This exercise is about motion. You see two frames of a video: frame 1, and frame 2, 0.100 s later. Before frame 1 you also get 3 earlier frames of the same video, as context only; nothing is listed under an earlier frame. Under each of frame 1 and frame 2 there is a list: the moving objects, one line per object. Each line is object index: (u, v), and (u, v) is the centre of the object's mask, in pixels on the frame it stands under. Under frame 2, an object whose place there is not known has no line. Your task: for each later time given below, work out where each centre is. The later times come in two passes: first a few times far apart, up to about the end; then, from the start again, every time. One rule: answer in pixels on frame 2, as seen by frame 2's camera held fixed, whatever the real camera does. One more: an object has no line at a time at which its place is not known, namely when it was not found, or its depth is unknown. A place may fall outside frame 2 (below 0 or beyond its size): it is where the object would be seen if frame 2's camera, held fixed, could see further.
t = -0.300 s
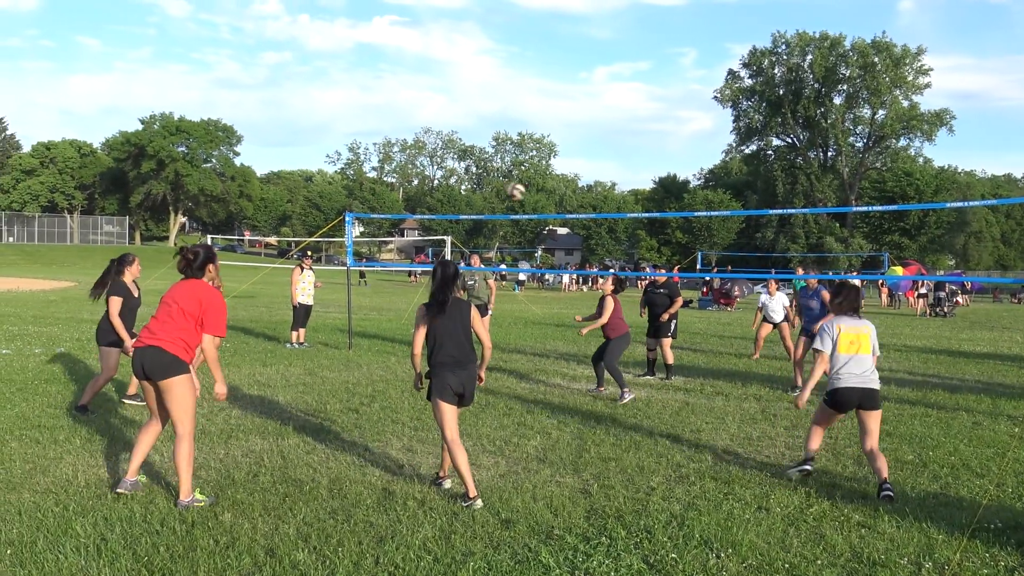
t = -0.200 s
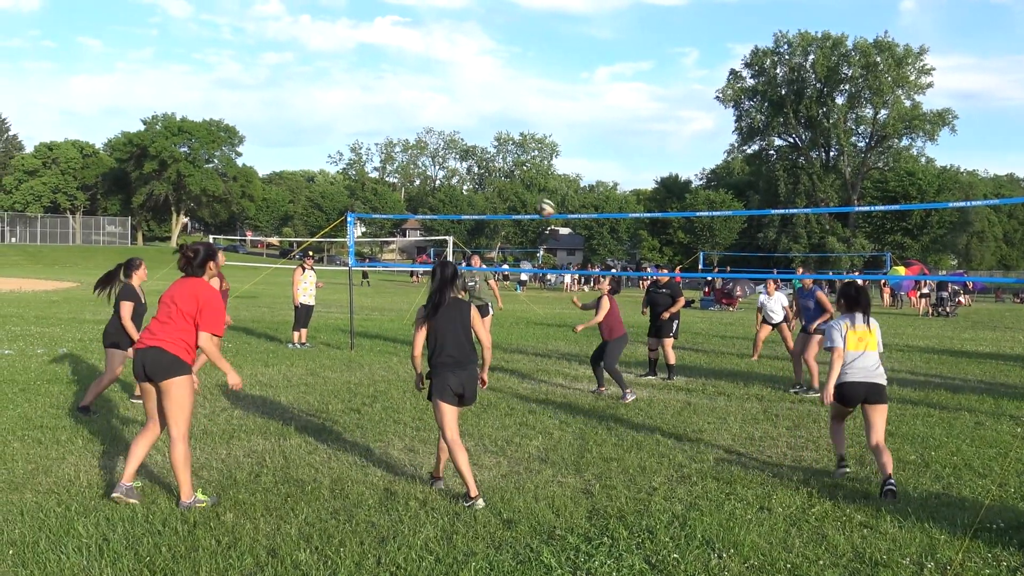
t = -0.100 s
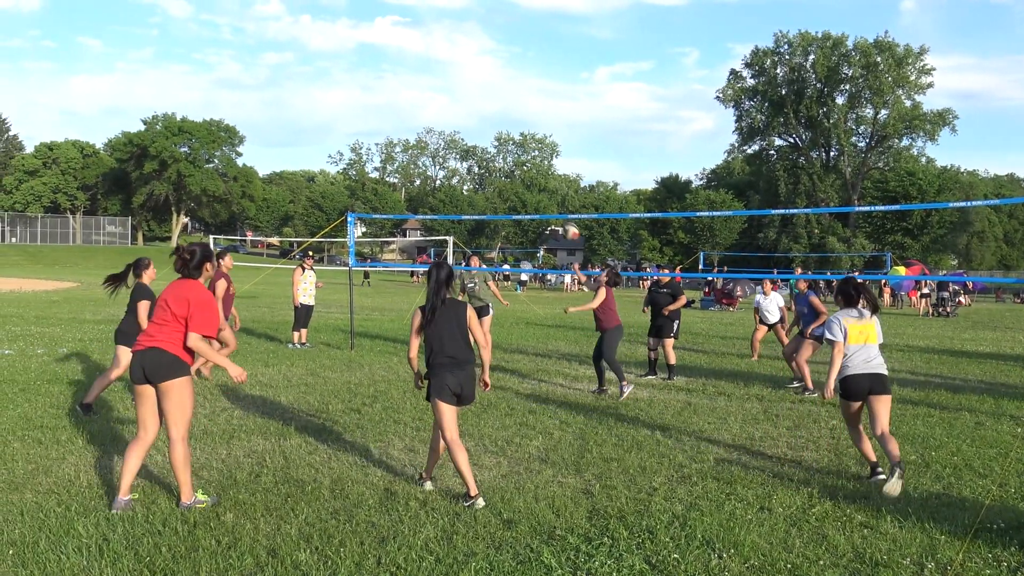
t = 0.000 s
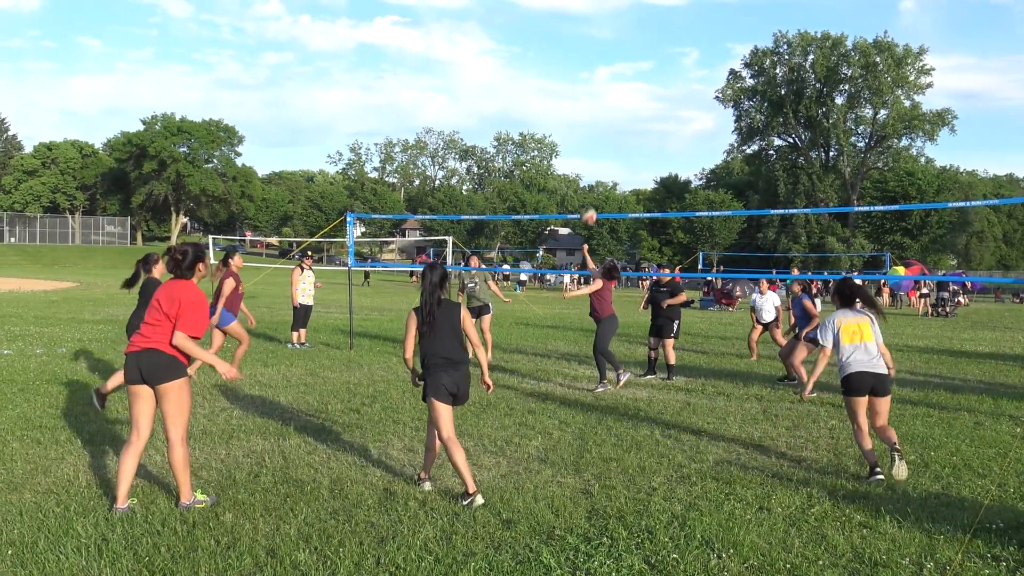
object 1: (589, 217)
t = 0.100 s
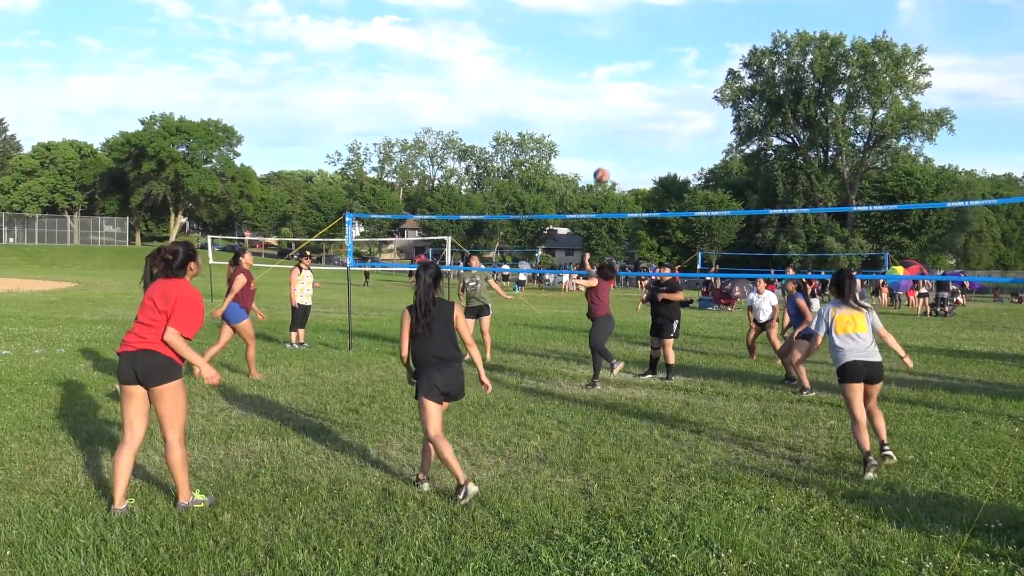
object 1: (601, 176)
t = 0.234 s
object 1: (620, 135)
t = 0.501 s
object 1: (654, 101)
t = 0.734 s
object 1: (680, 116)
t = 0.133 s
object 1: (606, 164)
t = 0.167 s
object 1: (611, 153)
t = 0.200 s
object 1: (616, 144)
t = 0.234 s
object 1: (620, 135)
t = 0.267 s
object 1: (625, 128)
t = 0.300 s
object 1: (629, 121)
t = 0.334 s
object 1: (634, 115)
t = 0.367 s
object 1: (638, 111)
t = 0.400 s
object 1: (642, 107)
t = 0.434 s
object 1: (646, 104)
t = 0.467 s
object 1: (650, 102)
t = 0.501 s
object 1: (654, 101)
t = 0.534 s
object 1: (658, 101)
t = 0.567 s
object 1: (662, 101)
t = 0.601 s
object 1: (666, 103)
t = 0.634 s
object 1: (670, 105)
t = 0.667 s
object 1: (673, 108)
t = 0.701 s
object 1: (677, 112)
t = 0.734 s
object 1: (680, 116)
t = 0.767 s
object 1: (683, 122)
